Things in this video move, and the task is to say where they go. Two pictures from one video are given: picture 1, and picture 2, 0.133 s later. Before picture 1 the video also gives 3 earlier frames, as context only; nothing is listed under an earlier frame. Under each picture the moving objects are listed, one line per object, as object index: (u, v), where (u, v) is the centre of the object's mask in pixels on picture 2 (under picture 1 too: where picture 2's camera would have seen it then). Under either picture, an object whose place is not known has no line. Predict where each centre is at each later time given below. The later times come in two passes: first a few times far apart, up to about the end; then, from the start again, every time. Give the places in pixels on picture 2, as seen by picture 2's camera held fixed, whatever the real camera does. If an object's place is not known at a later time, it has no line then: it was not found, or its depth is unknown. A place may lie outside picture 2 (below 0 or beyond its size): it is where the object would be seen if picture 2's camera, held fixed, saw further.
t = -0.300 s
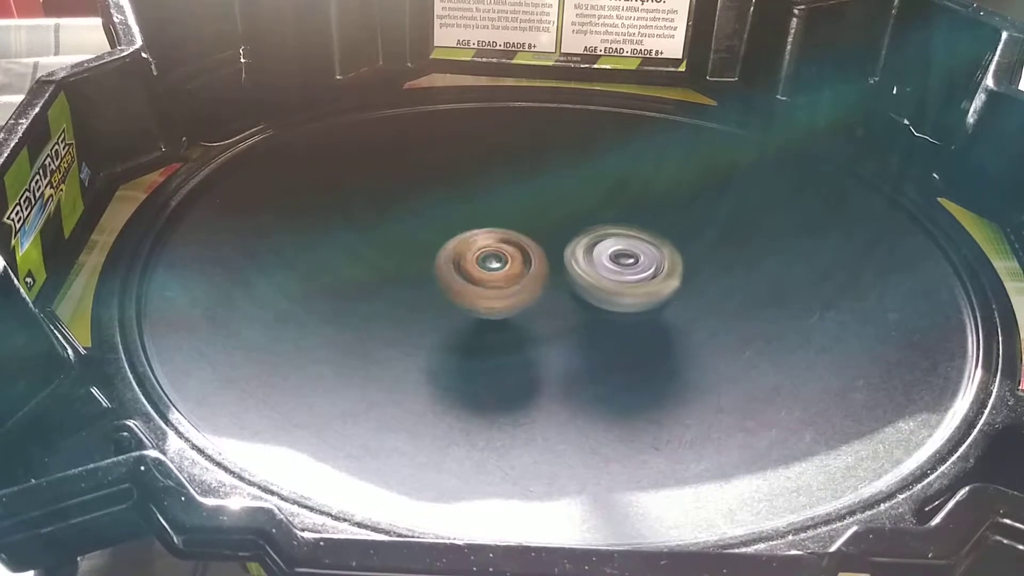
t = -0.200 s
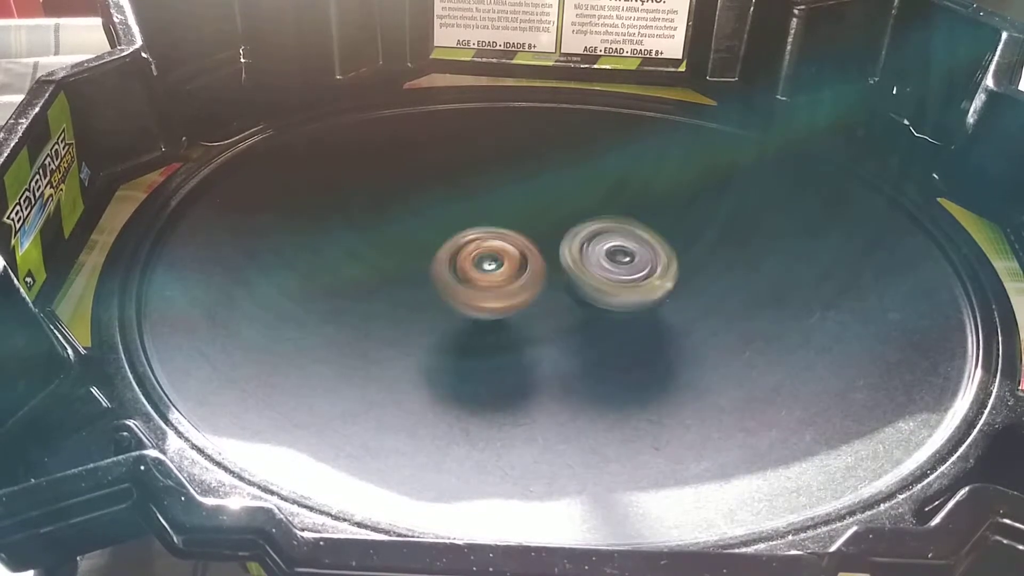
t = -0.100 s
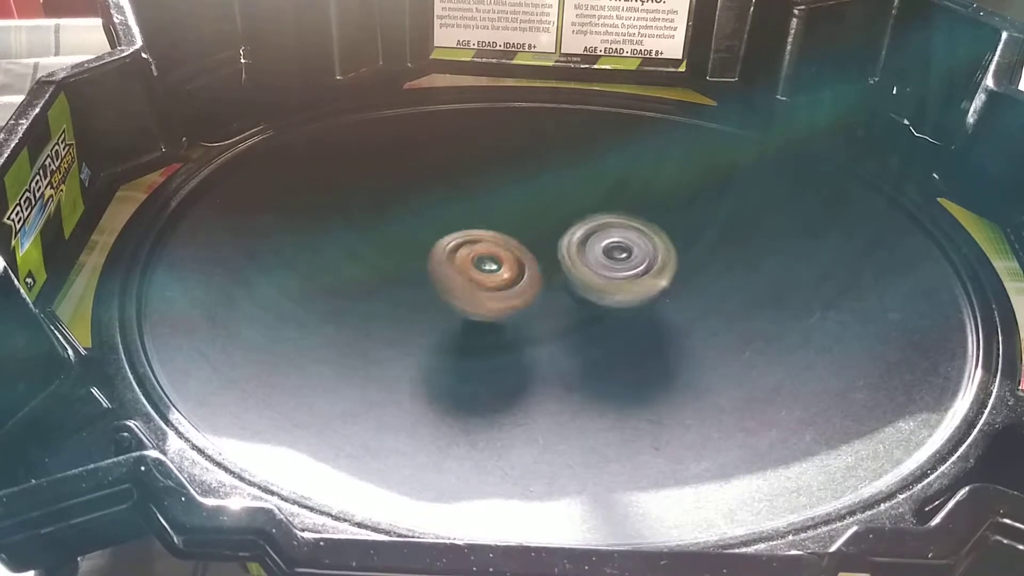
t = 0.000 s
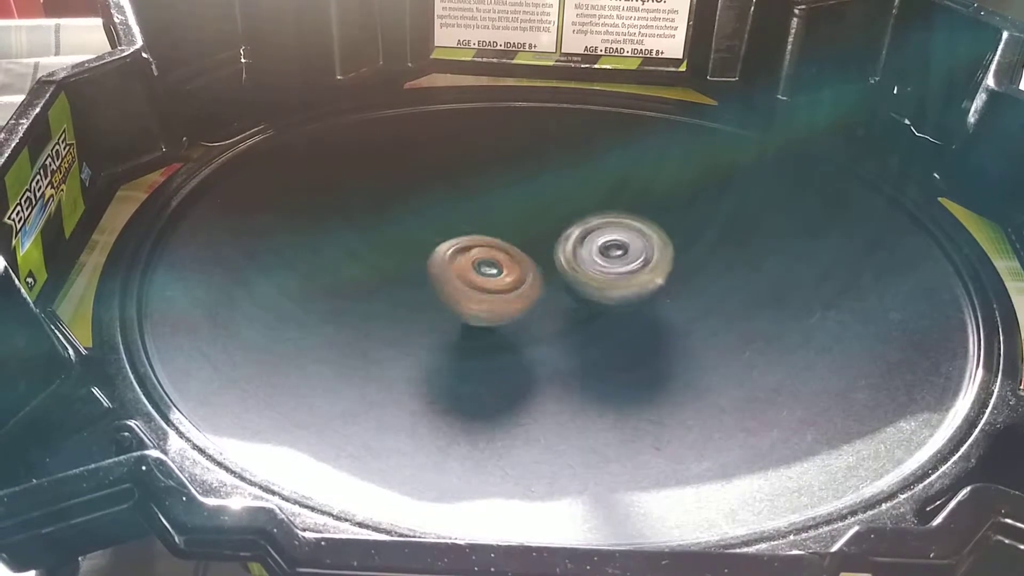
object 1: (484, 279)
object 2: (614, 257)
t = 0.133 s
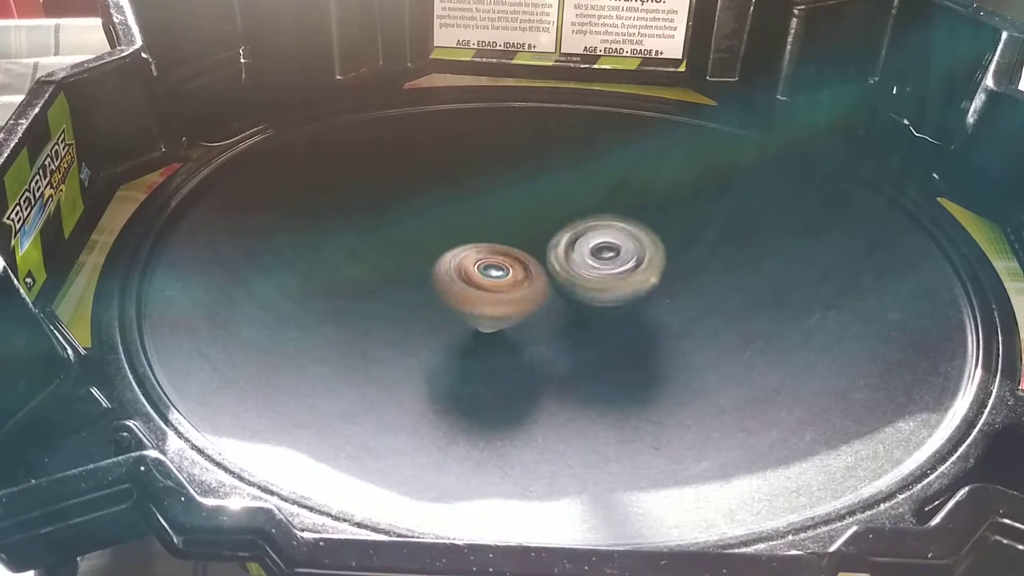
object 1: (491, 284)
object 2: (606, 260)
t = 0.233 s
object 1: (493, 291)
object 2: (613, 263)
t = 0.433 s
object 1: (498, 293)
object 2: (620, 275)
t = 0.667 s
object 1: (498, 294)
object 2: (626, 287)
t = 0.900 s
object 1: (482, 293)
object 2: (628, 295)
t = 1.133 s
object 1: (476, 295)
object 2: (622, 293)
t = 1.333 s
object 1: (475, 293)
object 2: (613, 283)
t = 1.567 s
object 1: (474, 282)
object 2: (625, 274)
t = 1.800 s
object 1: (480, 273)
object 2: (623, 269)
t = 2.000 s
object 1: (488, 269)
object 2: (610, 270)
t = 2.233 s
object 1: (440, 279)
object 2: (643, 280)
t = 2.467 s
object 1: (466, 308)
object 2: (617, 277)
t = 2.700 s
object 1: (496, 309)
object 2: (611, 252)
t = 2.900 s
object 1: (497, 300)
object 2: (598, 260)
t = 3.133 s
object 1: (478, 288)
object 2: (595, 271)
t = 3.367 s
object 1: (468, 298)
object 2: (608, 276)
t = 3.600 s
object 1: (488, 289)
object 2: (608, 287)
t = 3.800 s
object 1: (480, 279)
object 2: (628, 289)
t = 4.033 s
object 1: (490, 275)
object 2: (625, 291)
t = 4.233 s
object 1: (498, 271)
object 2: (625, 290)
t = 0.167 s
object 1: (491, 285)
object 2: (609, 262)
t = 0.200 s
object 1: (489, 288)
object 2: (612, 263)
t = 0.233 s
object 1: (493, 291)
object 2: (613, 263)
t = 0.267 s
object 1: (494, 289)
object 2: (615, 264)
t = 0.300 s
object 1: (492, 291)
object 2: (616, 266)
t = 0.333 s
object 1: (494, 292)
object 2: (616, 269)
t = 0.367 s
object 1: (498, 293)
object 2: (616, 270)
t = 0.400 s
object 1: (498, 293)
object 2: (618, 272)
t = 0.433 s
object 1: (498, 293)
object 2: (620, 275)
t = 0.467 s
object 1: (499, 293)
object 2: (621, 276)
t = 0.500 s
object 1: (498, 295)
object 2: (626, 279)
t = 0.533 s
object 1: (500, 295)
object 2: (626, 281)
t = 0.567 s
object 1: (499, 293)
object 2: (625, 282)
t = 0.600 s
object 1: (497, 294)
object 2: (625, 283)
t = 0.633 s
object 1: (499, 294)
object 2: (624, 285)
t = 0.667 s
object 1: (498, 294)
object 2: (626, 287)
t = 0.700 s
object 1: (498, 293)
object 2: (625, 289)
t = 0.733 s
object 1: (496, 293)
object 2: (624, 290)
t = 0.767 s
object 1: (495, 291)
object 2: (623, 291)
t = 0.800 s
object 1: (493, 292)
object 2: (622, 293)
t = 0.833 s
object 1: (493, 292)
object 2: (618, 294)
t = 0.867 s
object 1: (486, 291)
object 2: (626, 296)
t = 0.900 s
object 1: (482, 293)
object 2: (628, 295)
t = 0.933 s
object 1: (481, 293)
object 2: (630, 296)
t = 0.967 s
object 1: (479, 291)
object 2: (629, 296)
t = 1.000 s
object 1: (475, 291)
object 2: (630, 296)
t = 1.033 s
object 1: (474, 293)
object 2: (628, 295)
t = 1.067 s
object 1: (475, 294)
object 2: (627, 294)
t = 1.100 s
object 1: (476, 295)
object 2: (625, 294)
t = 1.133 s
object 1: (476, 295)
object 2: (622, 293)
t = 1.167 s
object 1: (475, 295)
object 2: (618, 291)
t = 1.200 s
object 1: (479, 296)
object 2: (615, 289)
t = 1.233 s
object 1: (481, 296)
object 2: (613, 288)
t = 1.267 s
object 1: (484, 296)
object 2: (610, 287)
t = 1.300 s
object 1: (483, 294)
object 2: (607, 285)
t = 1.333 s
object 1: (475, 293)
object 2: (613, 283)
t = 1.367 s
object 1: (475, 293)
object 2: (618, 282)
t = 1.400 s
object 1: (477, 290)
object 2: (618, 283)
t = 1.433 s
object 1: (475, 287)
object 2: (618, 280)
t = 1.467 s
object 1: (471, 285)
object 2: (620, 278)
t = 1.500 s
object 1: (471, 285)
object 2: (622, 276)
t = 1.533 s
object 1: (472, 284)
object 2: (624, 275)
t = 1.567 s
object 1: (474, 282)
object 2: (625, 274)
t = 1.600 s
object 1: (473, 280)
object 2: (628, 272)
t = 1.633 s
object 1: (472, 279)
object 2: (627, 271)
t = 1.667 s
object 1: (474, 278)
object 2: (629, 270)
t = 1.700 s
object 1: (476, 277)
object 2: (628, 271)
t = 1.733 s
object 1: (477, 275)
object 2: (626, 269)
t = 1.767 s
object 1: (478, 274)
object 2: (626, 269)
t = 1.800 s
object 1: (480, 273)
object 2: (623, 269)
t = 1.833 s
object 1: (483, 272)
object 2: (620, 269)
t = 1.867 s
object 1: (487, 270)
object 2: (616, 268)
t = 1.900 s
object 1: (488, 269)
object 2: (614, 267)
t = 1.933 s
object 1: (489, 267)
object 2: (611, 269)
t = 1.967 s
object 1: (485, 268)
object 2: (612, 269)
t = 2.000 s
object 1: (488, 269)
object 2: (610, 270)
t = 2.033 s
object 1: (480, 267)
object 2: (621, 270)
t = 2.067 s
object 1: (469, 269)
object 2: (636, 273)
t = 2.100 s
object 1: (460, 269)
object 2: (647, 277)
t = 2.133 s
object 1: (451, 270)
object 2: (648, 279)
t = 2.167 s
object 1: (447, 273)
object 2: (648, 281)
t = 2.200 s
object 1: (441, 275)
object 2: (646, 281)
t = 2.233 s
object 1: (440, 279)
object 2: (643, 280)
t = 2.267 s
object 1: (439, 284)
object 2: (640, 280)
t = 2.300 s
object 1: (438, 288)
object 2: (639, 280)
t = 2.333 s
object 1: (441, 293)
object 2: (639, 279)
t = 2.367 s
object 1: (444, 298)
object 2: (634, 280)
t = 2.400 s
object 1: (449, 302)
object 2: (630, 279)
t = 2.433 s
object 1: (456, 305)
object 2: (625, 278)
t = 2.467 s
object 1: (466, 308)
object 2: (617, 277)
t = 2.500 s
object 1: (477, 309)
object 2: (610, 276)
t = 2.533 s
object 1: (488, 309)
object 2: (603, 275)
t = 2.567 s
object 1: (495, 309)
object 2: (600, 271)
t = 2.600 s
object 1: (492, 307)
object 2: (603, 265)
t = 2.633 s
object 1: (494, 310)
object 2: (611, 260)
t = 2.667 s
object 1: (496, 310)
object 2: (611, 255)
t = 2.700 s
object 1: (496, 309)
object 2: (611, 252)
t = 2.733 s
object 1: (495, 309)
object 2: (613, 251)
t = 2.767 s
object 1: (492, 308)
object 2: (611, 250)
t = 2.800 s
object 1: (490, 307)
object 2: (608, 249)
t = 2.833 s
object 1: (493, 306)
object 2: (607, 252)
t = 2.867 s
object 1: (496, 303)
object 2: (604, 256)
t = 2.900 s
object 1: (497, 300)
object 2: (598, 260)
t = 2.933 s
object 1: (494, 297)
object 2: (593, 261)
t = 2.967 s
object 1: (490, 294)
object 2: (588, 263)
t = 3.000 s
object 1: (488, 292)
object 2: (586, 265)
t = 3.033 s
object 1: (486, 290)
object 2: (587, 267)
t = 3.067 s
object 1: (483, 289)
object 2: (591, 268)
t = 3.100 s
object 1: (480, 288)
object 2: (593, 270)
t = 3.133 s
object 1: (478, 288)
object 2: (595, 271)
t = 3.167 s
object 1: (474, 289)
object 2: (597, 273)
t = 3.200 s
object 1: (469, 290)
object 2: (599, 273)
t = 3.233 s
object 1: (467, 292)
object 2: (604, 273)
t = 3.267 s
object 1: (467, 293)
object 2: (605, 274)
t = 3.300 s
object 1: (467, 295)
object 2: (608, 274)
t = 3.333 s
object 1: (466, 297)
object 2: (605, 275)
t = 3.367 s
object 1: (468, 298)
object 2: (608, 276)
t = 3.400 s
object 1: (471, 299)
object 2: (608, 277)
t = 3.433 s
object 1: (475, 299)
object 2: (610, 280)
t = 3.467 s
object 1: (481, 298)
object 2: (610, 282)
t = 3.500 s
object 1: (486, 296)
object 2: (607, 284)
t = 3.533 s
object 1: (488, 293)
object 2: (605, 285)
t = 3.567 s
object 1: (491, 289)
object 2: (605, 286)
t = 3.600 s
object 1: (488, 289)
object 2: (608, 287)
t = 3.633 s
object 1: (487, 287)
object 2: (615, 287)
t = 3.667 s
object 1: (486, 285)
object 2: (619, 288)
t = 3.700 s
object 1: (486, 282)
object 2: (622, 290)
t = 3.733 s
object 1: (485, 280)
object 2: (625, 291)
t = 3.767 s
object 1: (483, 279)
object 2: (627, 289)
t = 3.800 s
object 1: (480, 279)
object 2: (628, 289)
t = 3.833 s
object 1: (481, 280)
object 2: (628, 288)
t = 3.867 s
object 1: (483, 279)
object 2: (626, 289)
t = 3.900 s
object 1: (485, 279)
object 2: (625, 291)
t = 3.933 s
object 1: (486, 279)
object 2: (625, 291)
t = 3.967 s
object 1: (488, 278)
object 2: (625, 291)
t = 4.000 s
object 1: (489, 277)
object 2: (625, 291)
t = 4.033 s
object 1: (490, 275)
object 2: (625, 291)
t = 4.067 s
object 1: (492, 274)
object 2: (625, 290)
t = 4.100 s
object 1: (494, 272)
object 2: (625, 290)
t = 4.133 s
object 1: (495, 272)
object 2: (625, 290)
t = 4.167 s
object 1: (495, 272)
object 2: (625, 290)
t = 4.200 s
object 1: (496, 271)
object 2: (625, 290)
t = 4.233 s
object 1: (498, 271)
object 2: (625, 290)
